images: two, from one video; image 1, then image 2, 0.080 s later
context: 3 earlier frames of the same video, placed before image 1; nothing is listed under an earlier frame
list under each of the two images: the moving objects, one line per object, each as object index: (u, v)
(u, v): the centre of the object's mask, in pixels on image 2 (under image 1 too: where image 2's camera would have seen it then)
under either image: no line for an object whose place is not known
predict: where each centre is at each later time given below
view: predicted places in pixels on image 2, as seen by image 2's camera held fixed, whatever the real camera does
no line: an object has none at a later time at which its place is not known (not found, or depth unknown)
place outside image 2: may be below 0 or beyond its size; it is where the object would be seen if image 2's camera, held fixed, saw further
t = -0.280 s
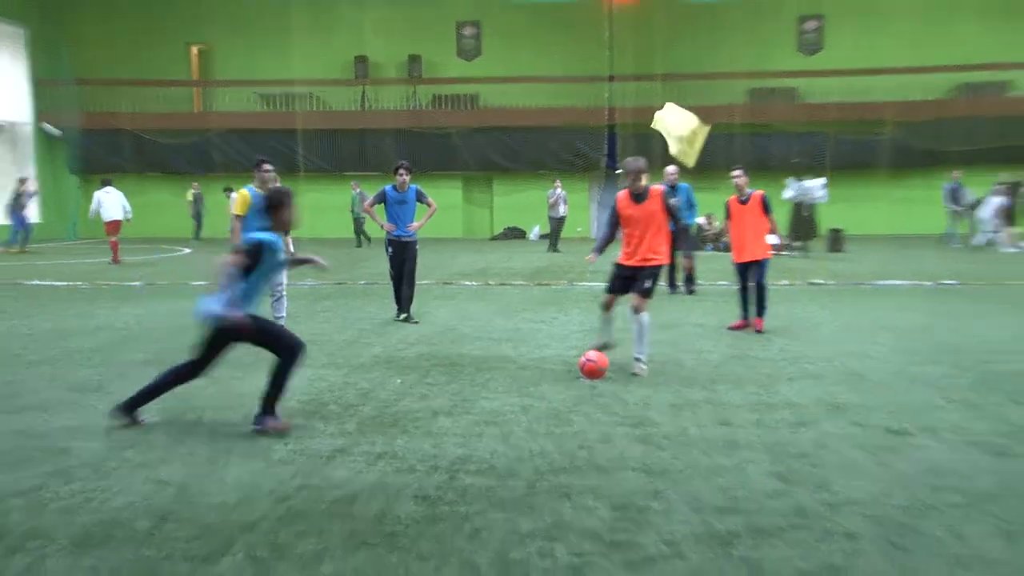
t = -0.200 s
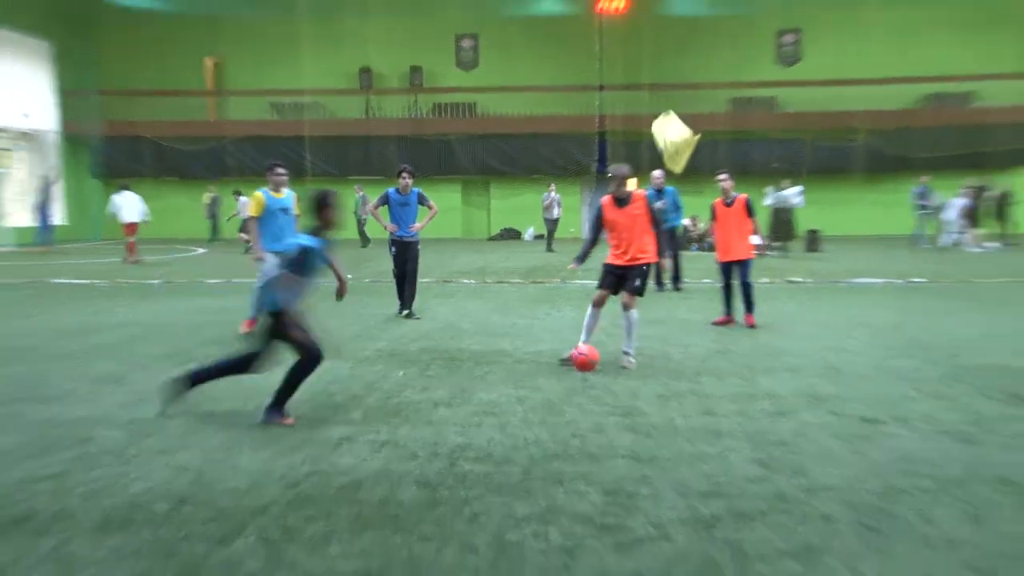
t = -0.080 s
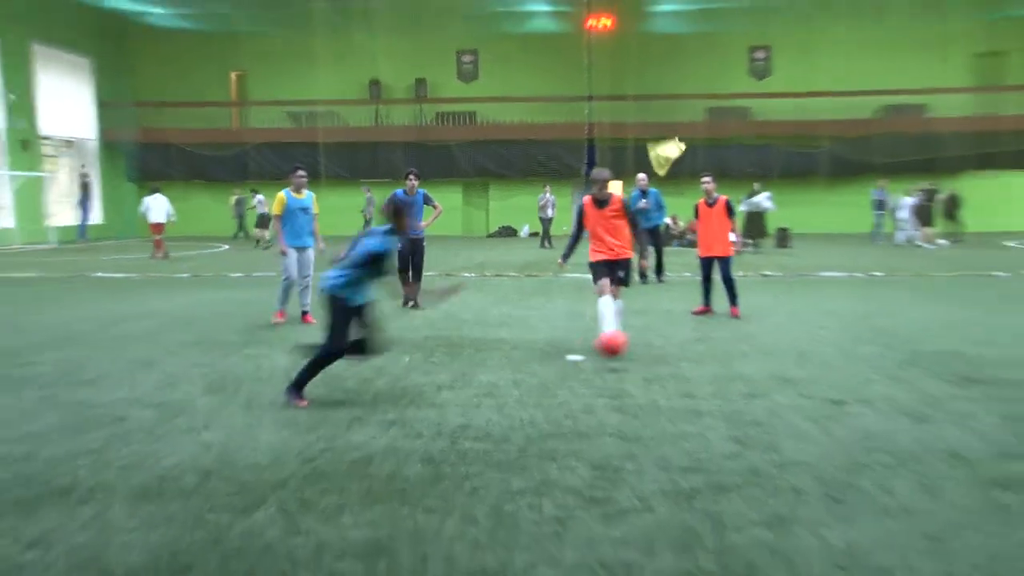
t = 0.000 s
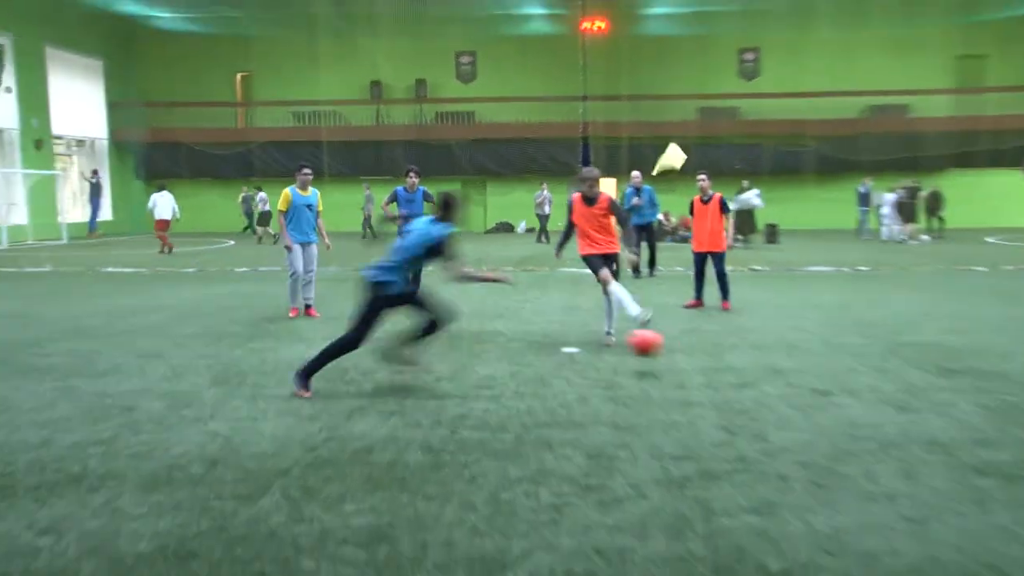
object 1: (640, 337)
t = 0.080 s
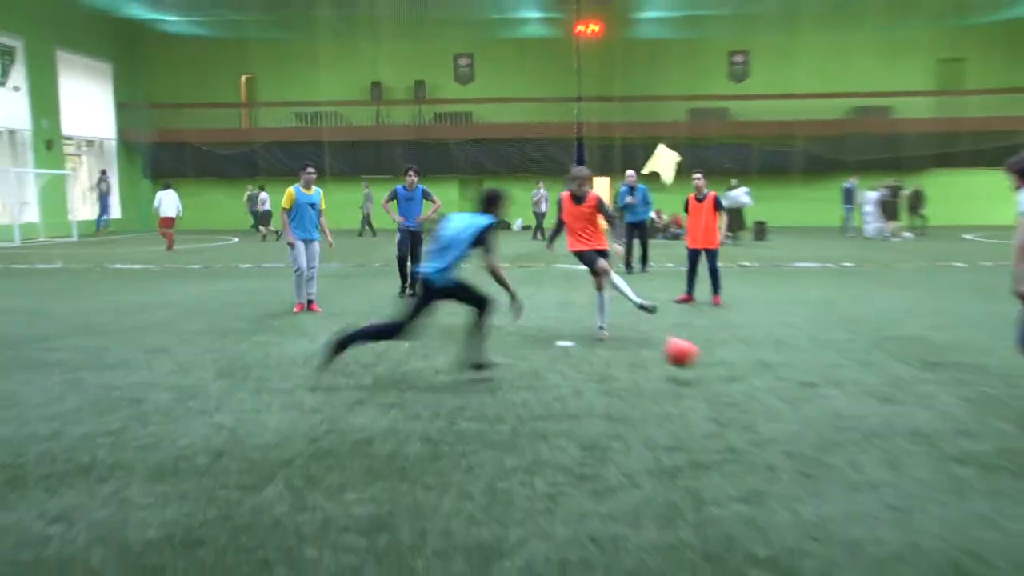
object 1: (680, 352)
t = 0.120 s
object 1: (703, 363)
